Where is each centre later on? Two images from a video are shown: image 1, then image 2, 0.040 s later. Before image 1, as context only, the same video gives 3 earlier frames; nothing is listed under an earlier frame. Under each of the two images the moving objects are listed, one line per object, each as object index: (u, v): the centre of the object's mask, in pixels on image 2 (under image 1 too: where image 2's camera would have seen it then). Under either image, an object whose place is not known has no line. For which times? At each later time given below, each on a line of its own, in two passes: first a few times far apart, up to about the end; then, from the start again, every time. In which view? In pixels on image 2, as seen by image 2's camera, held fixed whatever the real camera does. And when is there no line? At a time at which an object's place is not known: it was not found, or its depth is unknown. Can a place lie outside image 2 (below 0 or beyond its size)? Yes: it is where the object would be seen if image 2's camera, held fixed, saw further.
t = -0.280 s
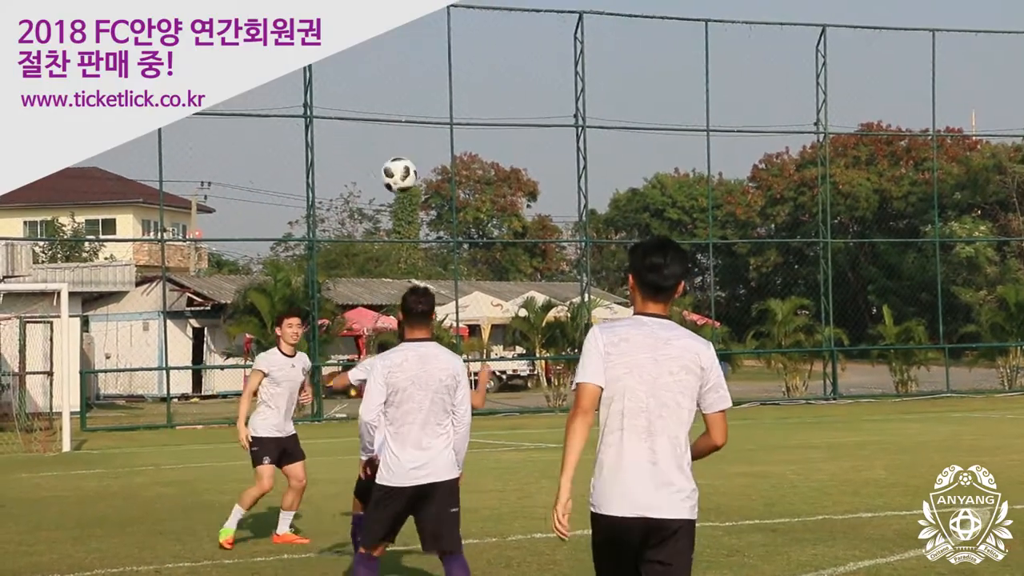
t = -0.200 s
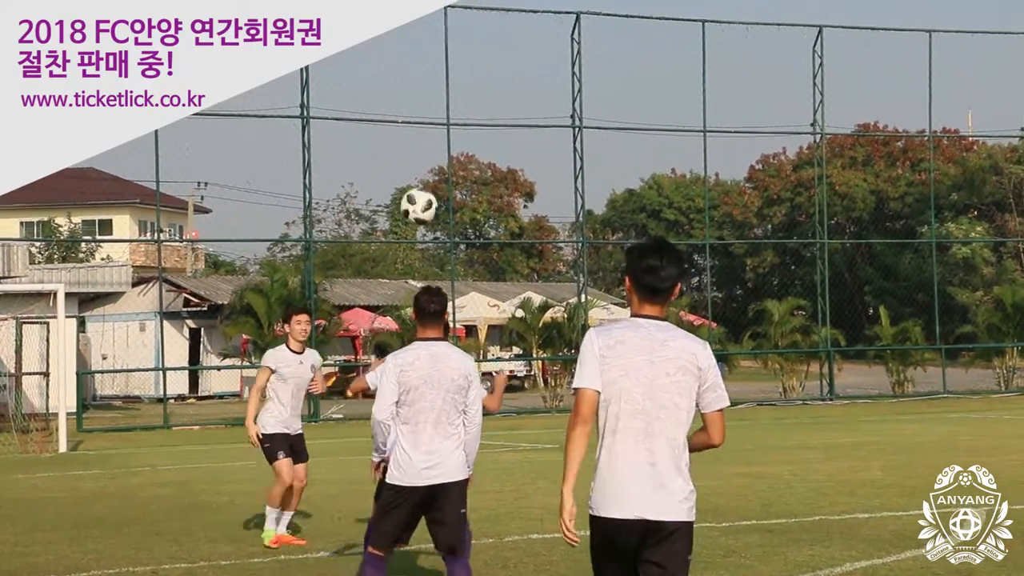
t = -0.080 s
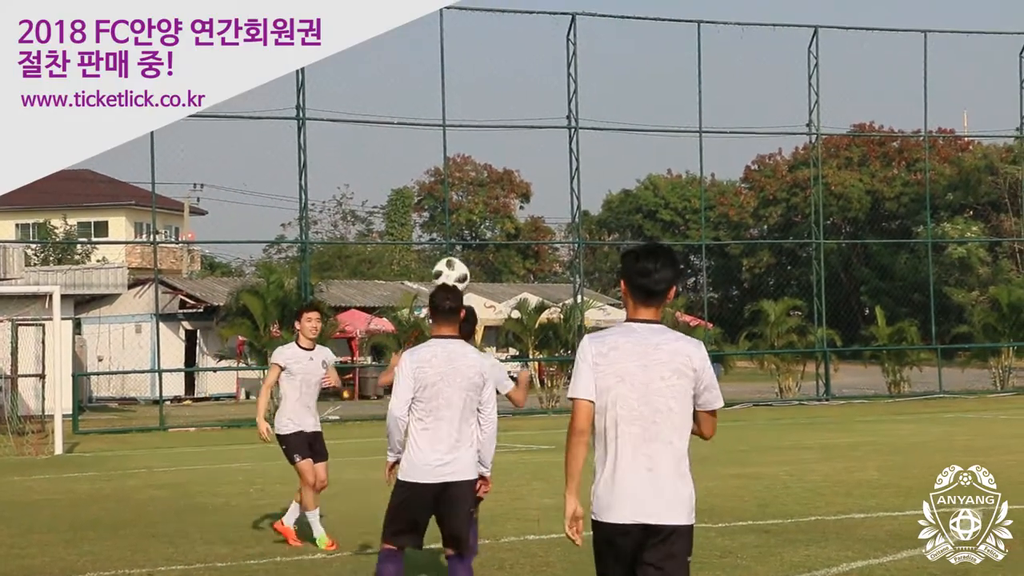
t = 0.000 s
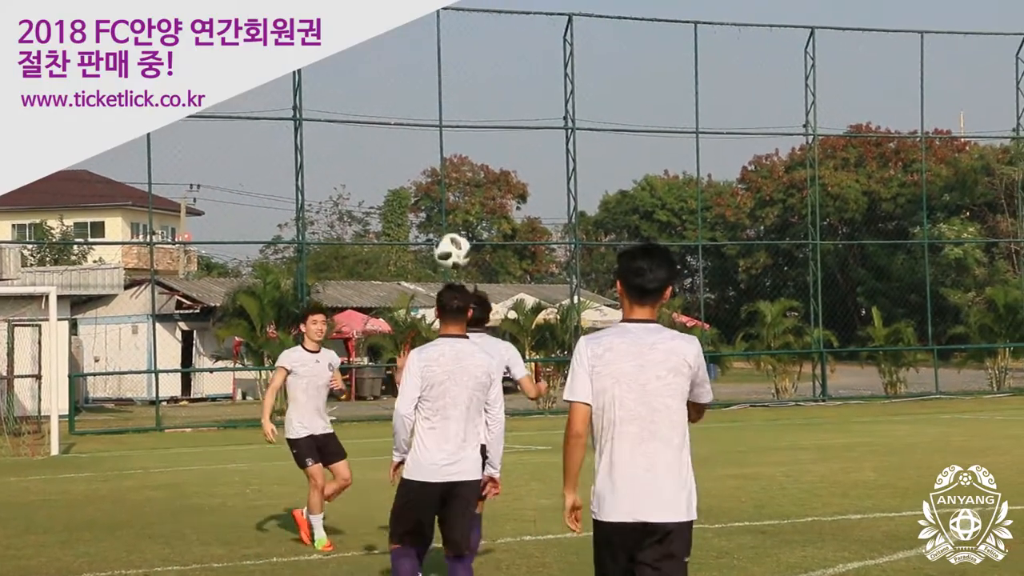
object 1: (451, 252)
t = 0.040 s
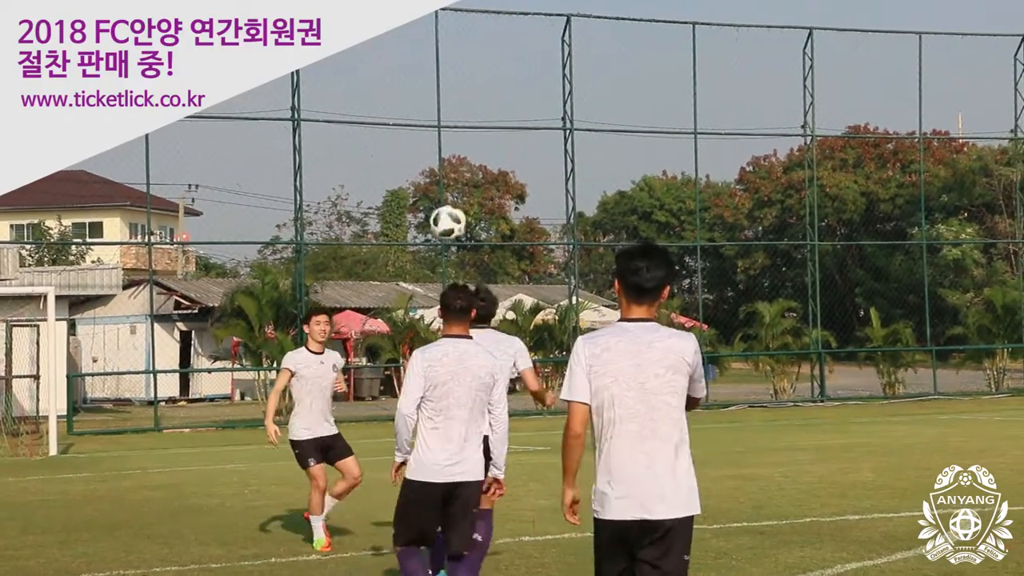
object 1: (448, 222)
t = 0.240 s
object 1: (436, 123)
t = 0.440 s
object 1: (427, 88)
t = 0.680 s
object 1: (418, 126)
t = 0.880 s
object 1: (409, 217)
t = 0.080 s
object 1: (446, 197)
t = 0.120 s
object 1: (443, 174)
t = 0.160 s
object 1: (441, 154)
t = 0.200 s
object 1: (439, 137)
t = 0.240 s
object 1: (436, 123)
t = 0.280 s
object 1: (434, 110)
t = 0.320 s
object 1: (432, 101)
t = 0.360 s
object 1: (430, 94)
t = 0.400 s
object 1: (429, 90)
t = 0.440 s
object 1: (427, 88)
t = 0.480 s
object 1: (425, 89)
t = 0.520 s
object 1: (424, 92)
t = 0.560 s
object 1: (422, 96)
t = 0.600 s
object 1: (421, 104)
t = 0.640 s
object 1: (419, 113)
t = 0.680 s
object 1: (418, 126)
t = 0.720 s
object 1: (417, 140)
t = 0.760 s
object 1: (414, 156)
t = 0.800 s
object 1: (412, 174)
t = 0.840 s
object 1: (411, 195)
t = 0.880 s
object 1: (409, 217)
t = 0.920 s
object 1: (407, 241)
